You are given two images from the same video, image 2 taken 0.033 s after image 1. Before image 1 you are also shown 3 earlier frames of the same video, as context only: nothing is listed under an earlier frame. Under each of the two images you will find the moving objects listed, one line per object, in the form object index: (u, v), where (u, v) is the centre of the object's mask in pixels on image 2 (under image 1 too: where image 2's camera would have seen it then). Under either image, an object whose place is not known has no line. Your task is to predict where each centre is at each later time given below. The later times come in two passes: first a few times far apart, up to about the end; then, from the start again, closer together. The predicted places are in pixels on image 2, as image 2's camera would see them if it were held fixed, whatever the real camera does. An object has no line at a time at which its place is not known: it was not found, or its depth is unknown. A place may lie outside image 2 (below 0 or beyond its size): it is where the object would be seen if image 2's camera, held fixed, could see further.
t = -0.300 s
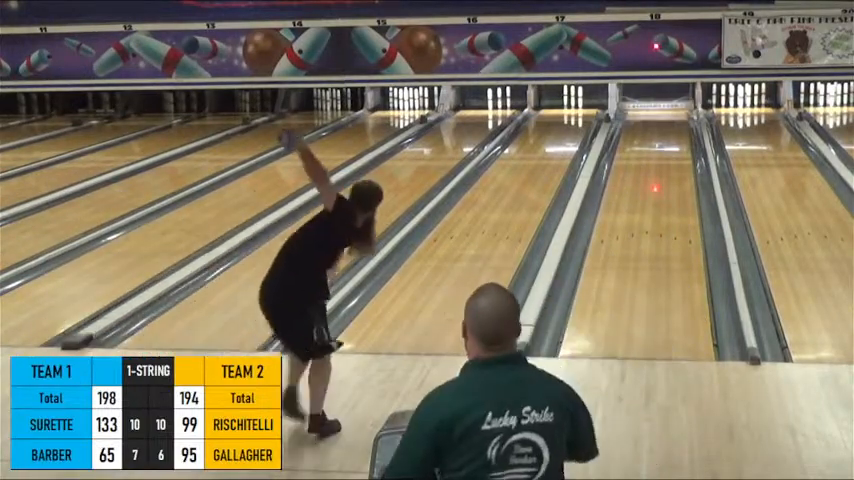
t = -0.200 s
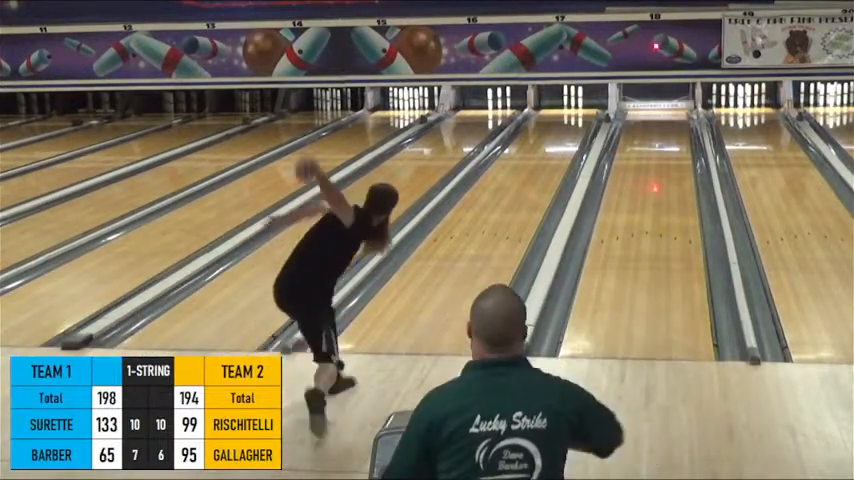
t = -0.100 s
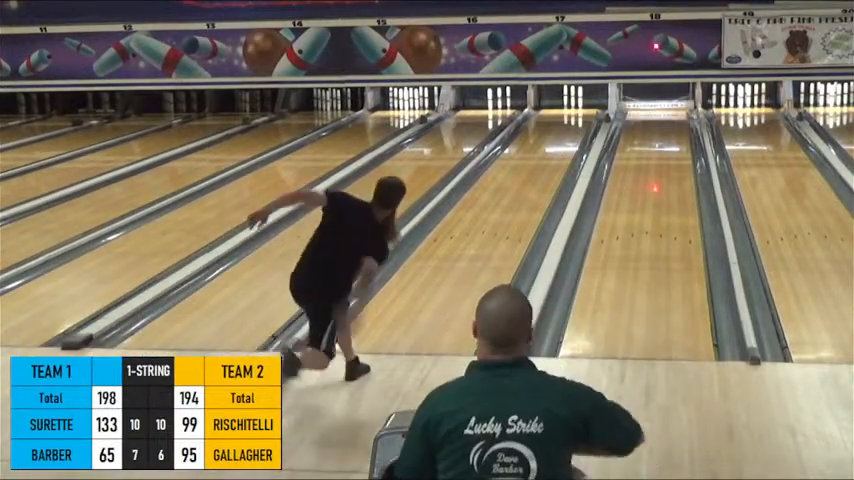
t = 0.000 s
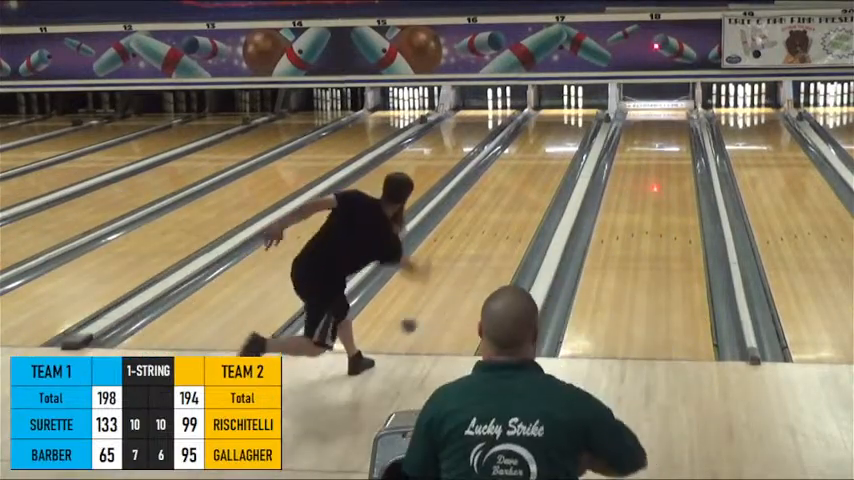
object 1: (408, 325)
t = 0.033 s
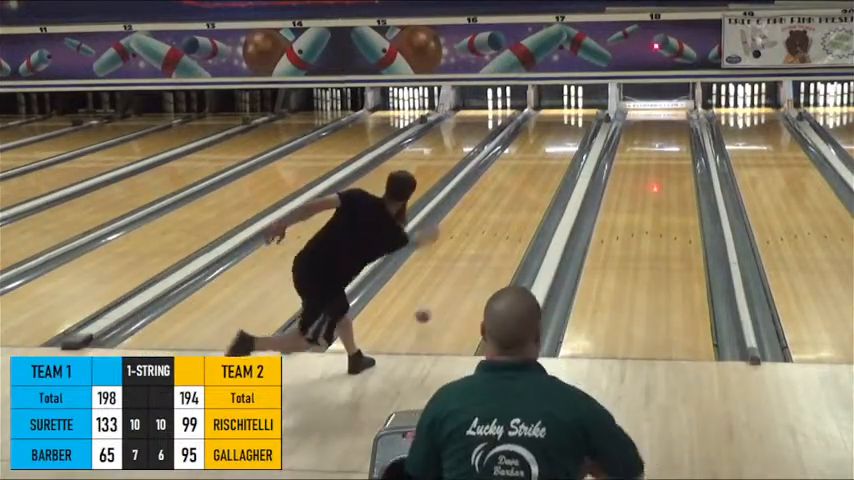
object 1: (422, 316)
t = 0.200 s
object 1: (473, 243)
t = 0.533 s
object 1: (531, 170)
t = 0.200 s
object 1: (473, 243)
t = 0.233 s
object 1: (481, 234)
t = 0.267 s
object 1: (488, 226)
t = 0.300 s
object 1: (495, 220)
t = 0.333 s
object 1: (501, 211)
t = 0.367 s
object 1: (507, 203)
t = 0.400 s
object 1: (512, 196)
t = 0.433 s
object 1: (518, 189)
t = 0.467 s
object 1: (522, 182)
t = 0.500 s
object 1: (526, 176)
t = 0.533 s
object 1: (531, 170)
